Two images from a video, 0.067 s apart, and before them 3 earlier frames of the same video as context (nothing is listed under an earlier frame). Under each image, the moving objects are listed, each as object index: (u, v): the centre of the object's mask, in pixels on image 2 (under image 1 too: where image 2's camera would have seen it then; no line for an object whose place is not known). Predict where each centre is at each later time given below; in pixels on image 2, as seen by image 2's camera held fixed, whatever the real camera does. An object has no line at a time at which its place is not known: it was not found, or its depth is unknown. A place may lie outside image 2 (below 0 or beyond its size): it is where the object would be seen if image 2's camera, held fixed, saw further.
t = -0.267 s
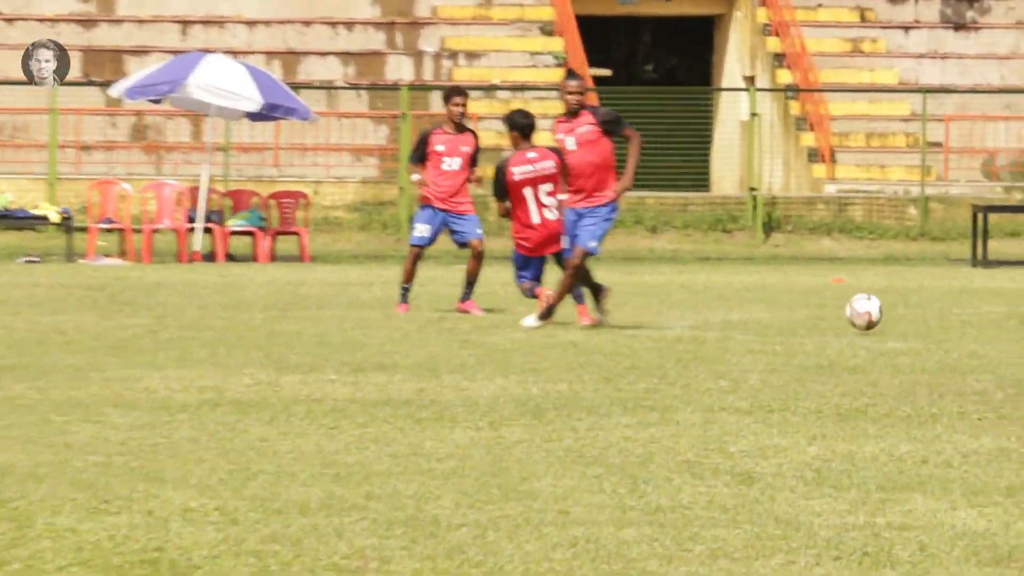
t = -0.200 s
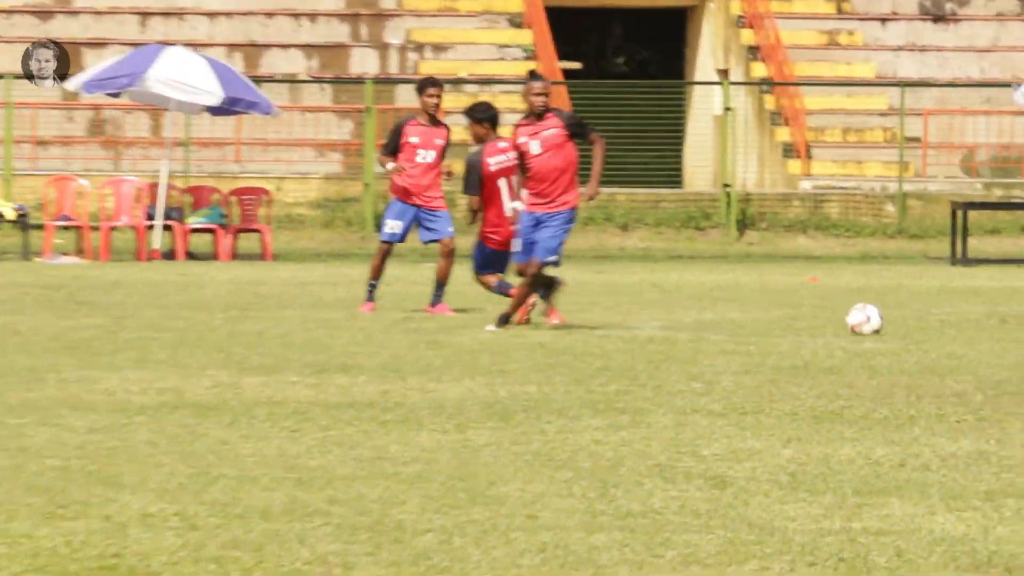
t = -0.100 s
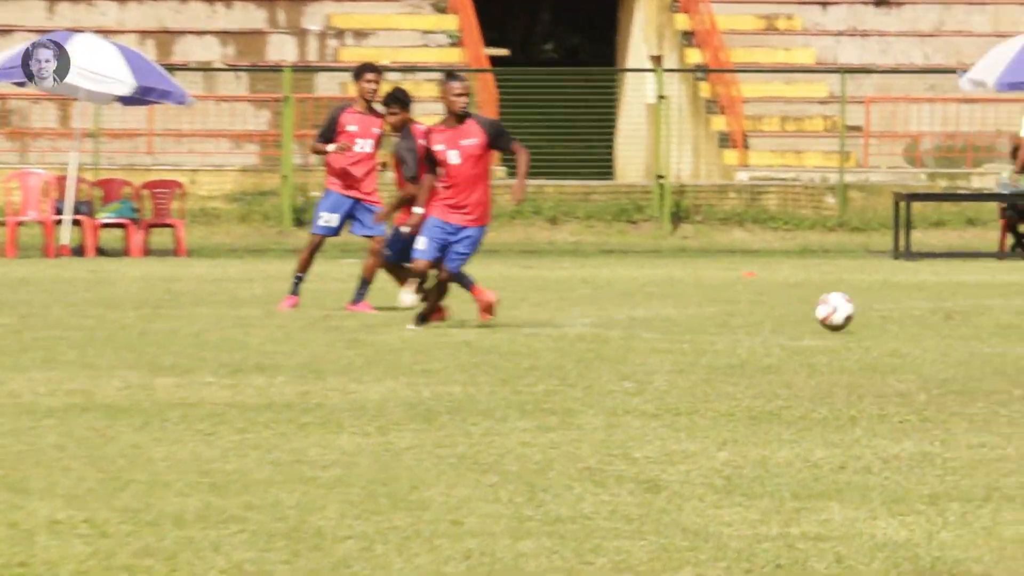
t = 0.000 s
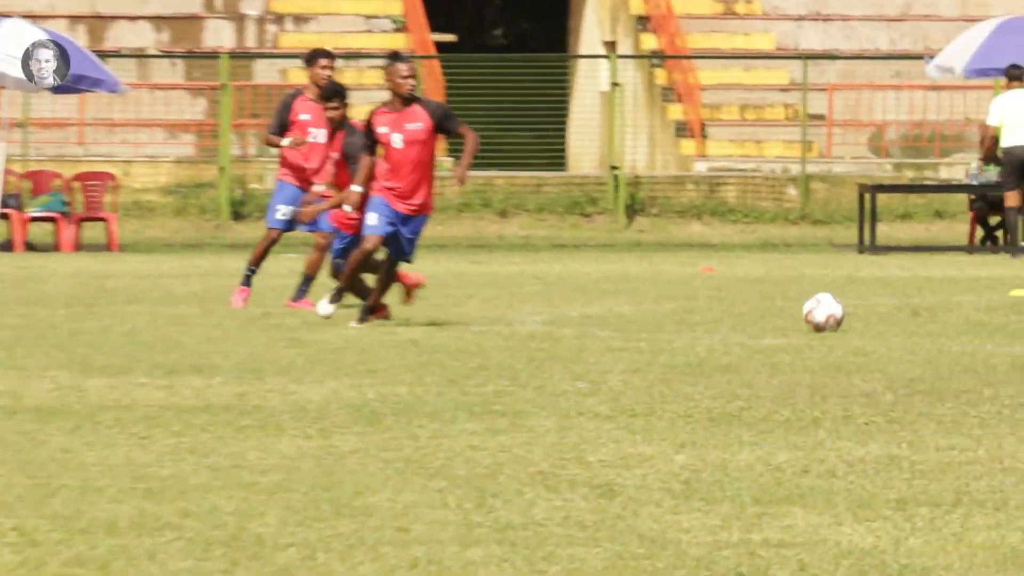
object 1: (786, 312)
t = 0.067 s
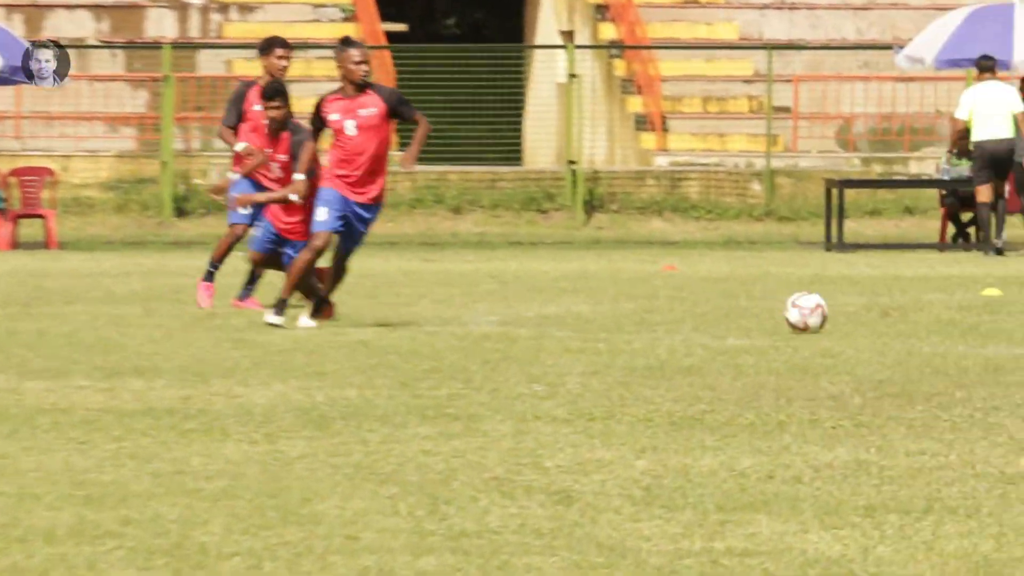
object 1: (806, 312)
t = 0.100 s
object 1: (809, 311)
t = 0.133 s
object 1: (817, 308)
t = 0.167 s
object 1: (825, 313)
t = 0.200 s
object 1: (832, 313)
